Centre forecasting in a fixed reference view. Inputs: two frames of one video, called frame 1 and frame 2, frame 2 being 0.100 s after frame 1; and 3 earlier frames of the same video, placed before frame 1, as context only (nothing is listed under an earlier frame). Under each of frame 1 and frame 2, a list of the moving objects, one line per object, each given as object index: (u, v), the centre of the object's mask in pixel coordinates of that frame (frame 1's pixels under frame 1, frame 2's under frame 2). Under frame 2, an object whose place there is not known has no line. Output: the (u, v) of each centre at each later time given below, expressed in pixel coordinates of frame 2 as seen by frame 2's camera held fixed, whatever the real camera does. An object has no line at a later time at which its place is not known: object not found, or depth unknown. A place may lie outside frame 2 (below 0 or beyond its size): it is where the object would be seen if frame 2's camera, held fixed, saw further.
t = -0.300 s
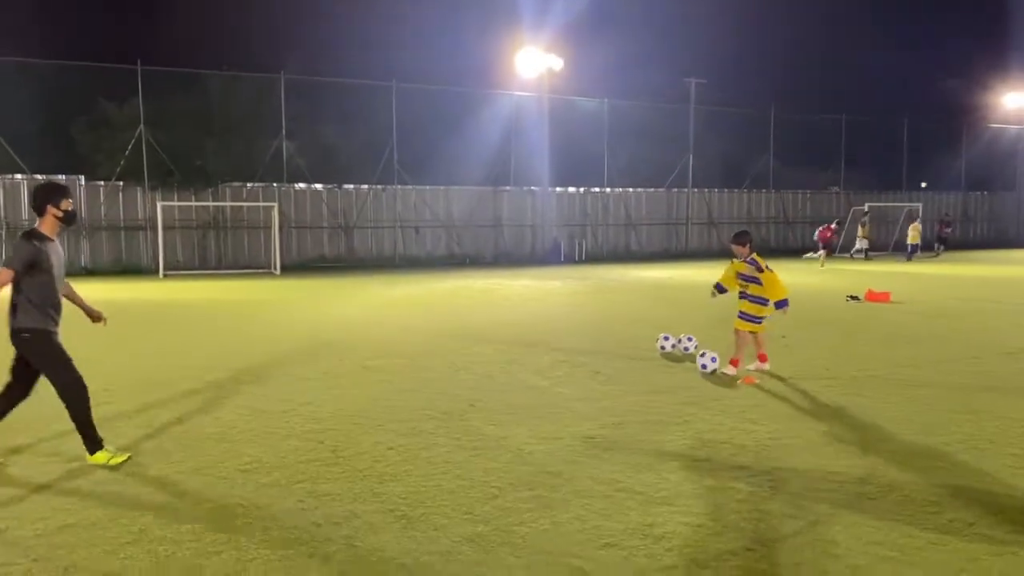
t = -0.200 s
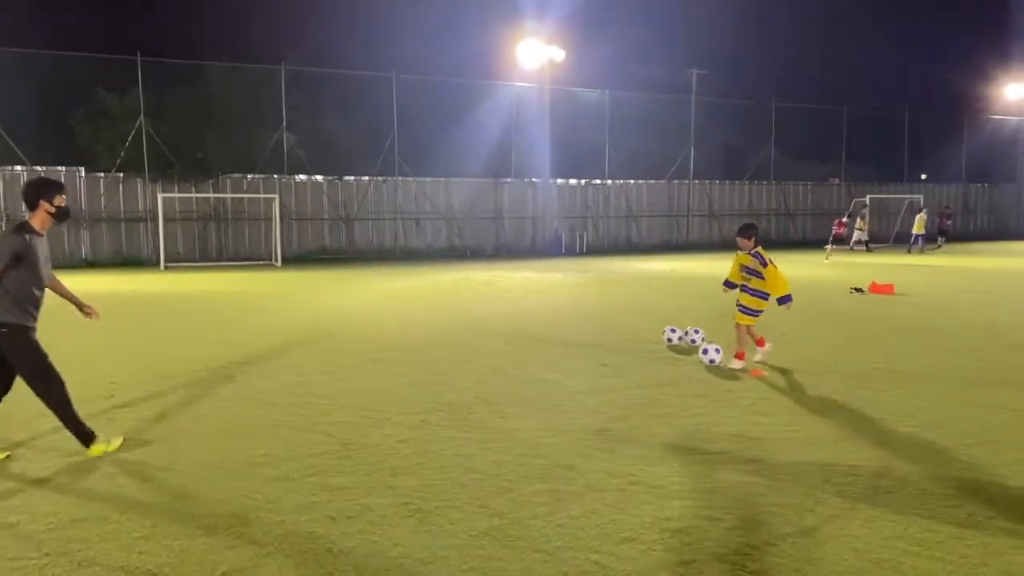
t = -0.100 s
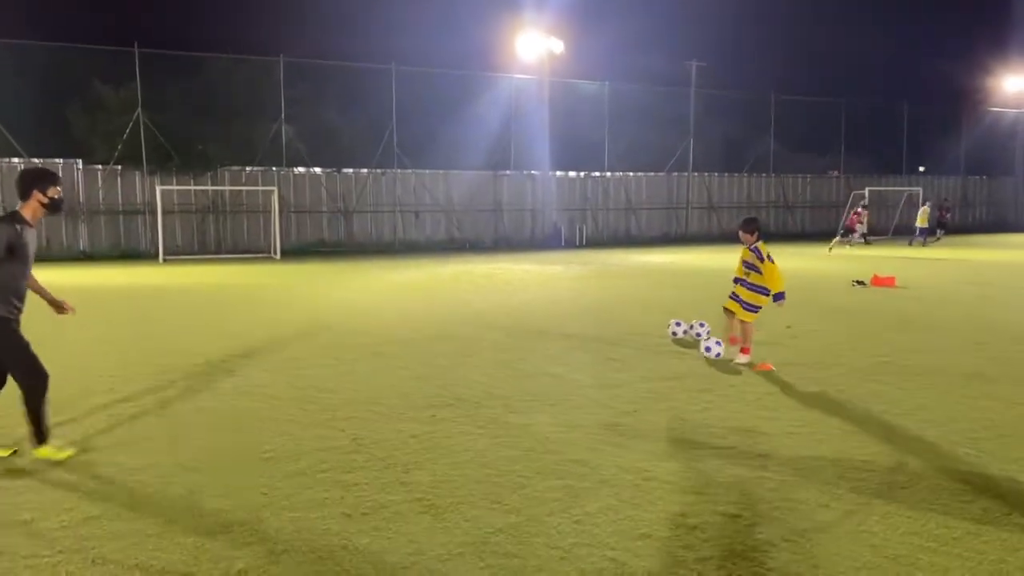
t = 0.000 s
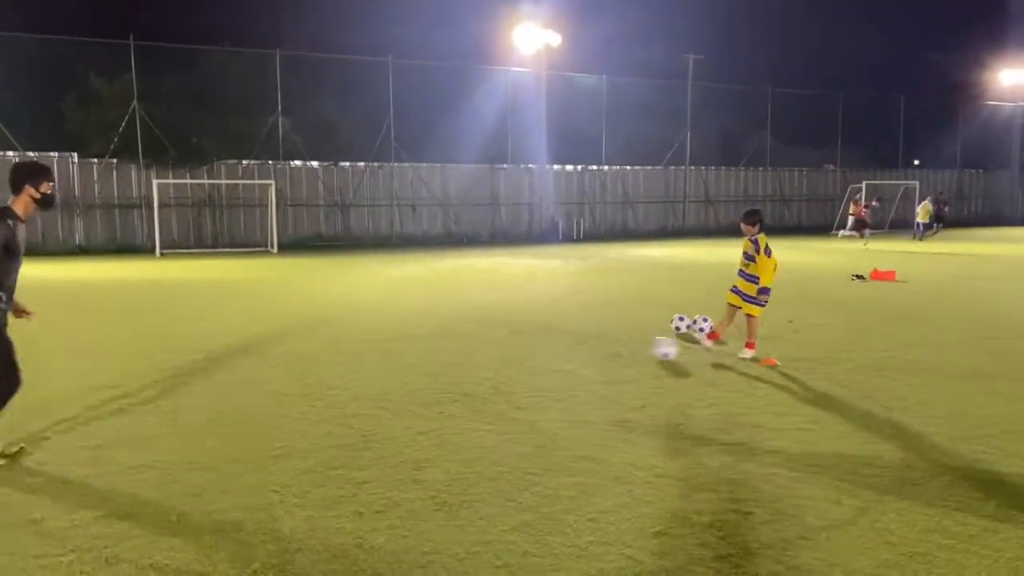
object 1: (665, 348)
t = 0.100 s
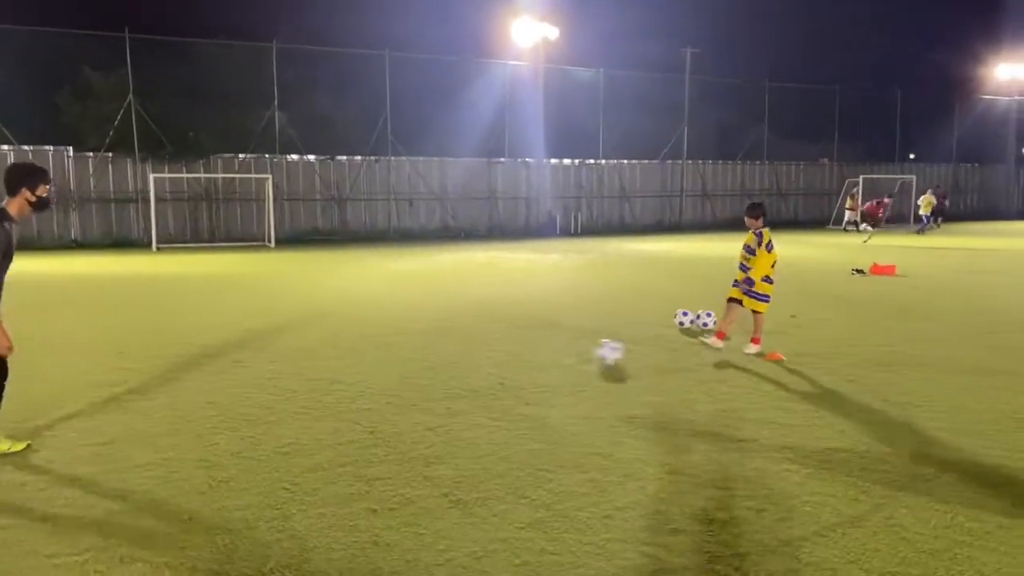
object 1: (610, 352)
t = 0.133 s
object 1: (588, 354)
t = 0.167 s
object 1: (567, 357)
